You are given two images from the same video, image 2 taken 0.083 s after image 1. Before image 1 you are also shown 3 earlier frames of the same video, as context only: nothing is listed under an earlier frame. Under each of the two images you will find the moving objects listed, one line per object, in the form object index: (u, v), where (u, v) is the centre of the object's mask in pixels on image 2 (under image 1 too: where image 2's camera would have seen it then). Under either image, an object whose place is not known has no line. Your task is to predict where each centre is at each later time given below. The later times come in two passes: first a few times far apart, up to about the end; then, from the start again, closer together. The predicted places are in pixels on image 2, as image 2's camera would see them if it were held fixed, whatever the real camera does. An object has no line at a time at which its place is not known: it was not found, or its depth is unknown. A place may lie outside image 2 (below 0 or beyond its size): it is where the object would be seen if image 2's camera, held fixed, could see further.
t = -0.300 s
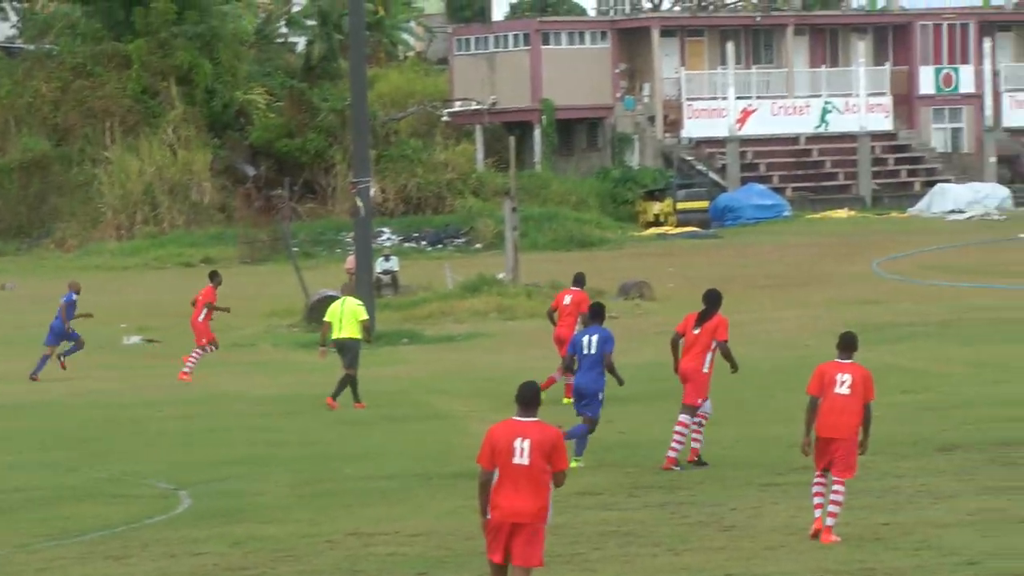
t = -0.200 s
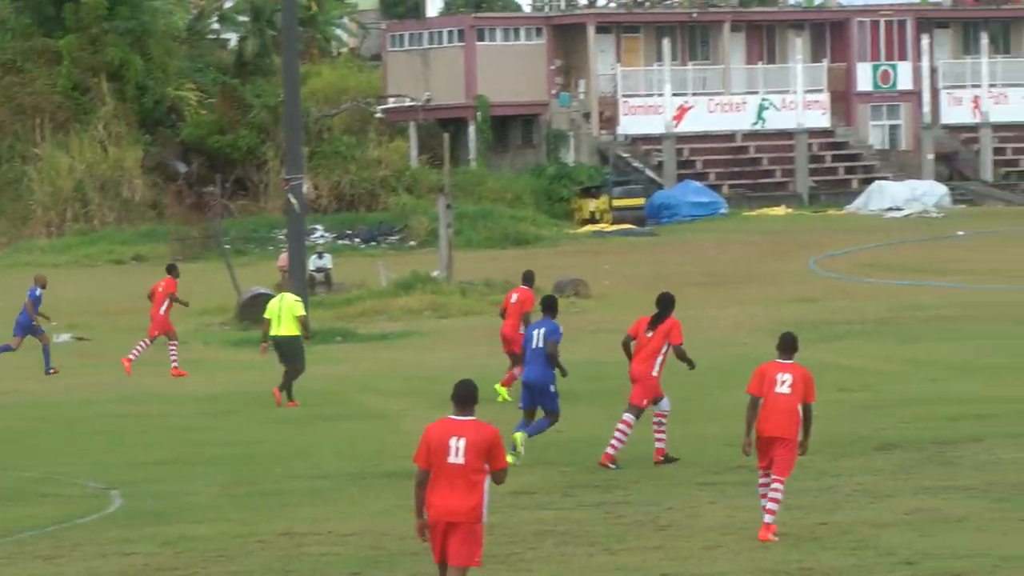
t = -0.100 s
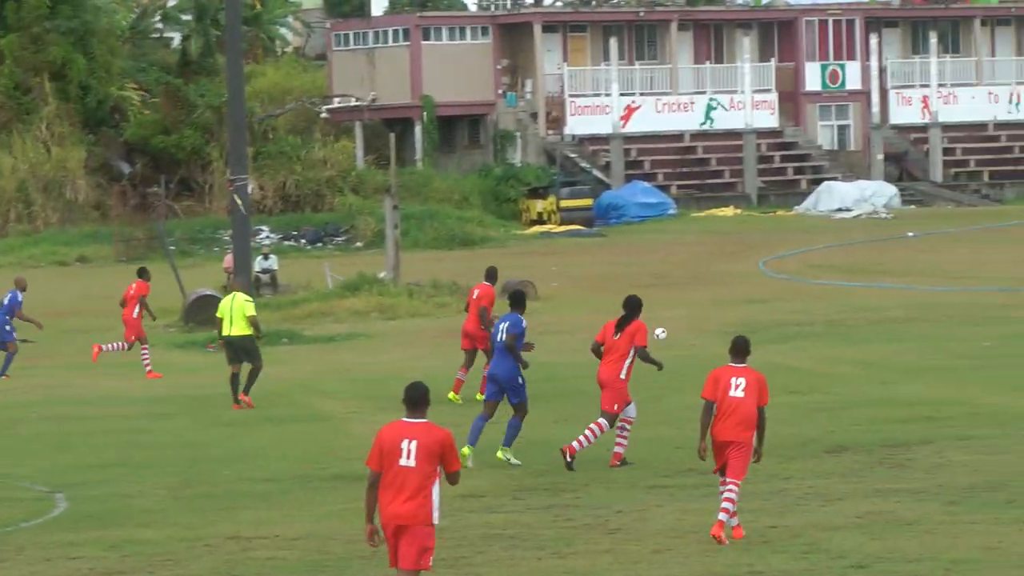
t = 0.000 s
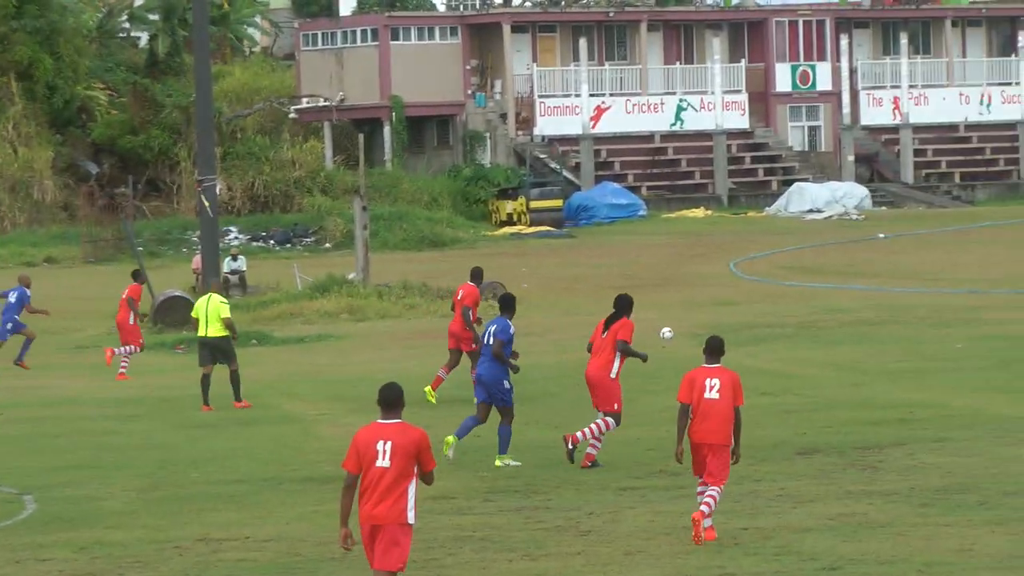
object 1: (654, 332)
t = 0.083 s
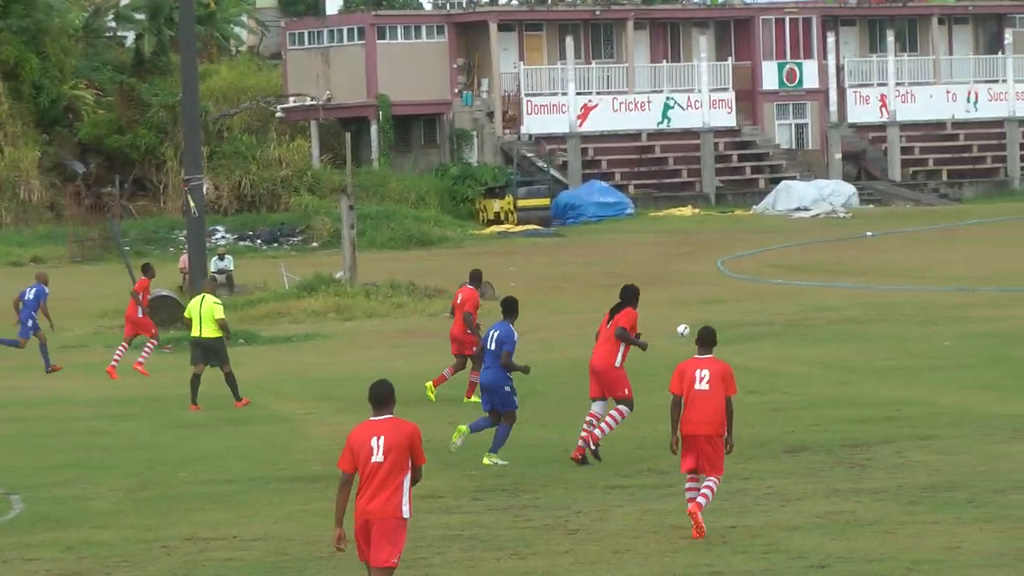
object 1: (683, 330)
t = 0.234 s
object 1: (733, 326)
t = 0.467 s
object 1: (807, 321)
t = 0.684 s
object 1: (871, 311)
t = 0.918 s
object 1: (940, 311)
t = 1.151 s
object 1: (1006, 307)
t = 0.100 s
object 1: (688, 329)
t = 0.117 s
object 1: (693, 329)
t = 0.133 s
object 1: (697, 327)
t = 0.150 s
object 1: (700, 327)
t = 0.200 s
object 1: (726, 327)
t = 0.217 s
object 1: (730, 327)
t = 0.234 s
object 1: (733, 326)
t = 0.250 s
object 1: (738, 326)
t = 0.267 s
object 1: (743, 325)
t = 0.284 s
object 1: (749, 325)
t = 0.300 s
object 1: (754, 325)
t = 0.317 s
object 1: (760, 325)
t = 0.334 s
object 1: (764, 325)
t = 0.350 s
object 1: (770, 323)
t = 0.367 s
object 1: (775, 322)
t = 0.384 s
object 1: (780, 322)
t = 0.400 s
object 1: (785, 321)
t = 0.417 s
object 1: (791, 321)
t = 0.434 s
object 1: (795, 321)
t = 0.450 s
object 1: (801, 321)
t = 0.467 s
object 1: (807, 321)
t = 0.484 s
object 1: (812, 320)
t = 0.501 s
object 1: (817, 320)
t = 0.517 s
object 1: (822, 319)
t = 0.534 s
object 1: (827, 318)
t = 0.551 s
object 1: (832, 317)
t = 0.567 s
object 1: (836, 315)
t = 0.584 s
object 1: (841, 314)
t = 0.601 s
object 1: (846, 314)
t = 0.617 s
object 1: (851, 313)
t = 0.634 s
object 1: (856, 312)
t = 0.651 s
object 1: (861, 312)
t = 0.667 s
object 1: (866, 312)
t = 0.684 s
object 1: (871, 311)
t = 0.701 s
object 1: (876, 312)
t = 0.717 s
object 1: (880, 312)
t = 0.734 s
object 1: (885, 312)
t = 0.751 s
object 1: (890, 313)
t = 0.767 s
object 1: (895, 314)
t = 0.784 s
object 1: (901, 314)
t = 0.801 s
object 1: (905, 313)
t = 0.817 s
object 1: (910, 313)
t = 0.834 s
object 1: (915, 313)
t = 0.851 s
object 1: (920, 312)
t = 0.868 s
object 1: (924, 311)
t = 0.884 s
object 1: (930, 311)
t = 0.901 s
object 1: (934, 311)
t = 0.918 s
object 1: (940, 311)
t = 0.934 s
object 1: (944, 311)
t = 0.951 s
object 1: (949, 311)
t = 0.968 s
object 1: (953, 310)
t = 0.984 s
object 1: (958, 309)
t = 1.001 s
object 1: (963, 309)
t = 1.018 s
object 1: (968, 308)
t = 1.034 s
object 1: (973, 308)
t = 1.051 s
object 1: (978, 308)
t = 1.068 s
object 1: (981, 308)
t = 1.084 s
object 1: (987, 308)
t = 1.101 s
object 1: (991, 308)
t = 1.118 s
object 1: (997, 308)
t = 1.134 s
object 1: (1001, 308)
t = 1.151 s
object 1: (1006, 307)
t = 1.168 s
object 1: (1011, 306)
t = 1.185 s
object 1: (1015, 307)
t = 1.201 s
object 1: (1019, 306)
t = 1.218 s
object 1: (1024, 306)
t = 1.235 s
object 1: (1028, 305)
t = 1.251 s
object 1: (1034, 305)
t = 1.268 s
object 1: (1037, 305)
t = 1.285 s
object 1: (1042, 305)
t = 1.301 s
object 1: (1046, 305)
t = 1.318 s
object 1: (1050, 304)
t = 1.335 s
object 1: (1055, 303)
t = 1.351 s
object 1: (1059, 303)
